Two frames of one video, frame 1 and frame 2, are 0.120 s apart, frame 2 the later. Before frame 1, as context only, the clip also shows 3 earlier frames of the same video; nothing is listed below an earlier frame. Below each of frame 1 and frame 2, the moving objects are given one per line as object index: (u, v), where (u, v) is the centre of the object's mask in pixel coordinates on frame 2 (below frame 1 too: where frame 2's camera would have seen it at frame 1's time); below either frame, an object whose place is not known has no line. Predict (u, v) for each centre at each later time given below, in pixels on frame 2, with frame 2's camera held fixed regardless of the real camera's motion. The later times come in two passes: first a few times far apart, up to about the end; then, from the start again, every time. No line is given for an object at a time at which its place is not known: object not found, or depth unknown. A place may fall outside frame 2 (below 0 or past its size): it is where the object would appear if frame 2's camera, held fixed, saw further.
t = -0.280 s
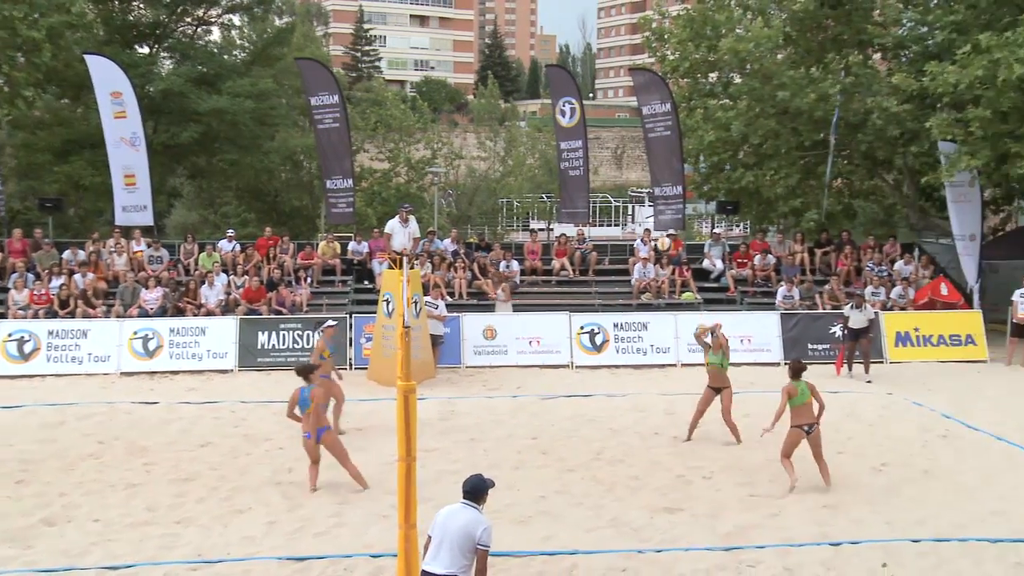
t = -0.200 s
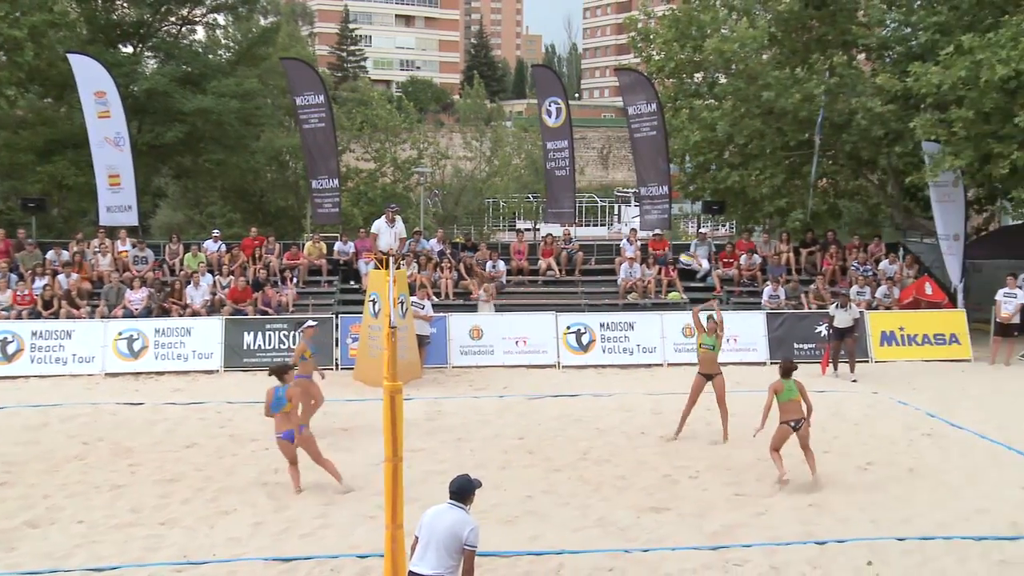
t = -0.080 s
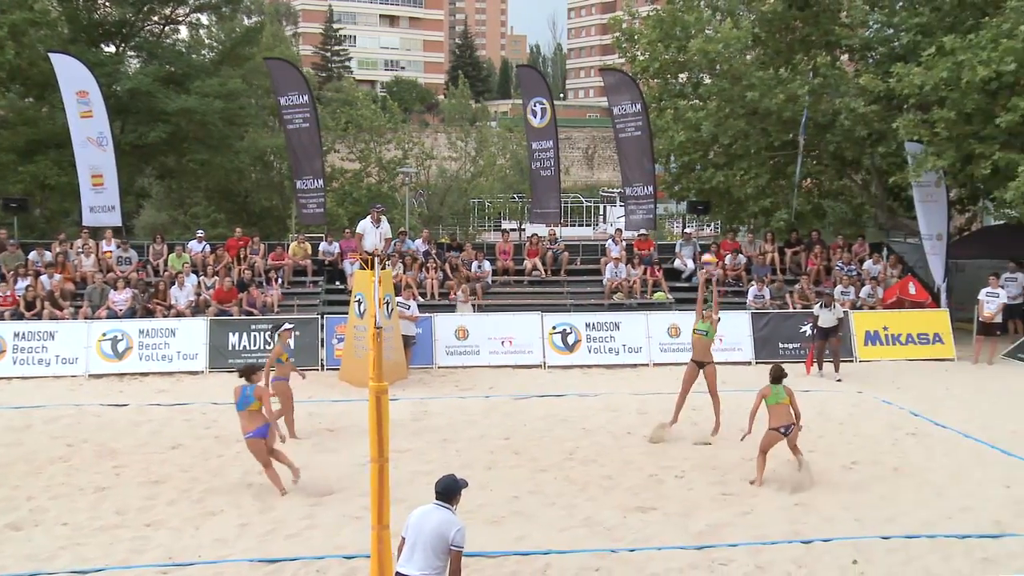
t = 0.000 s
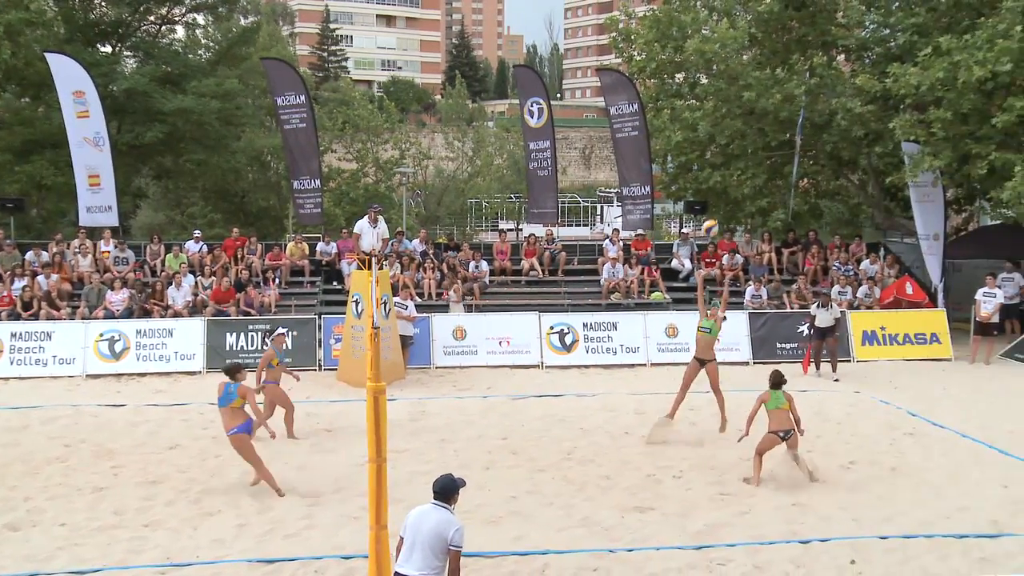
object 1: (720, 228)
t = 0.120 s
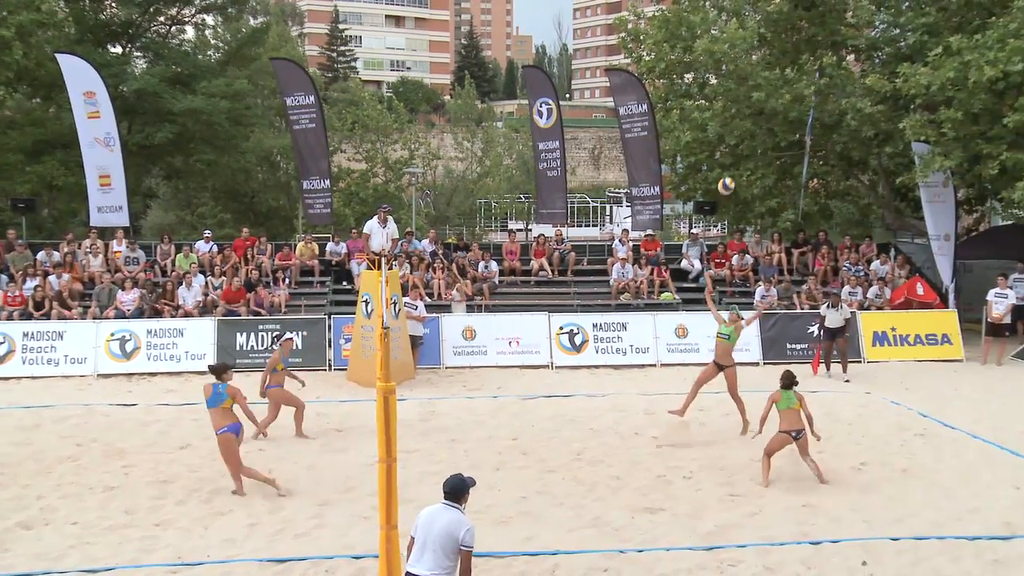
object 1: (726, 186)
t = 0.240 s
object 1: (732, 153)
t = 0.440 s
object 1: (741, 123)
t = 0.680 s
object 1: (751, 125)
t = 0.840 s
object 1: (756, 151)
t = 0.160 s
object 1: (728, 174)
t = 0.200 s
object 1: (730, 163)
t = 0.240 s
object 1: (732, 153)
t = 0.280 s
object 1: (733, 145)
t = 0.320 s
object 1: (735, 138)
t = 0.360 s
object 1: (737, 132)
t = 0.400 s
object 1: (739, 127)
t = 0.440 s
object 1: (741, 123)
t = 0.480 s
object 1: (743, 120)
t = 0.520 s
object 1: (745, 119)
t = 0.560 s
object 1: (746, 119)
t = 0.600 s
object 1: (748, 120)
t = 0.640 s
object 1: (749, 122)
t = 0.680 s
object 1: (751, 125)
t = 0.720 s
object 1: (753, 130)
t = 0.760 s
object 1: (754, 136)
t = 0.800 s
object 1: (755, 143)
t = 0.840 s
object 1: (756, 151)
